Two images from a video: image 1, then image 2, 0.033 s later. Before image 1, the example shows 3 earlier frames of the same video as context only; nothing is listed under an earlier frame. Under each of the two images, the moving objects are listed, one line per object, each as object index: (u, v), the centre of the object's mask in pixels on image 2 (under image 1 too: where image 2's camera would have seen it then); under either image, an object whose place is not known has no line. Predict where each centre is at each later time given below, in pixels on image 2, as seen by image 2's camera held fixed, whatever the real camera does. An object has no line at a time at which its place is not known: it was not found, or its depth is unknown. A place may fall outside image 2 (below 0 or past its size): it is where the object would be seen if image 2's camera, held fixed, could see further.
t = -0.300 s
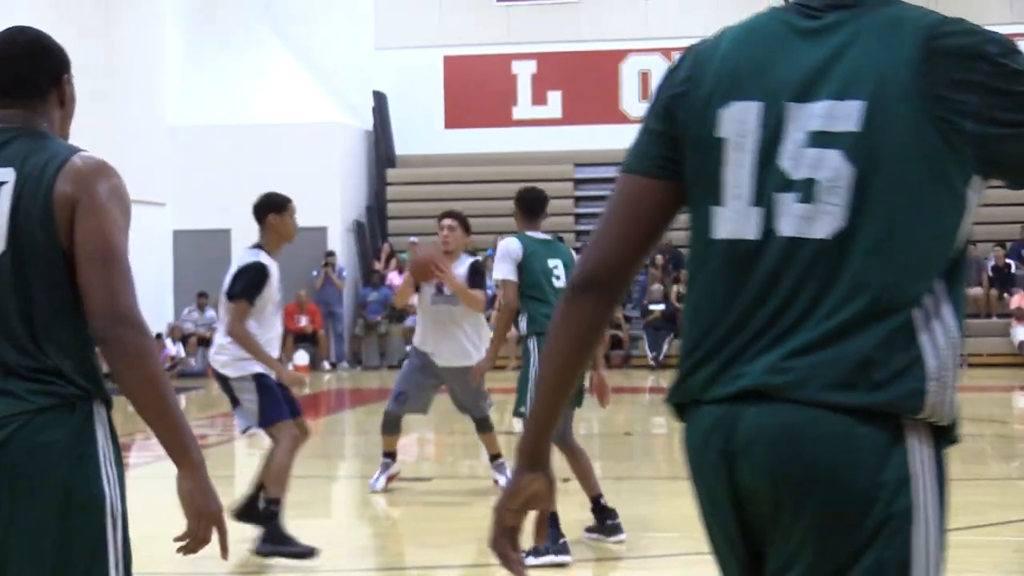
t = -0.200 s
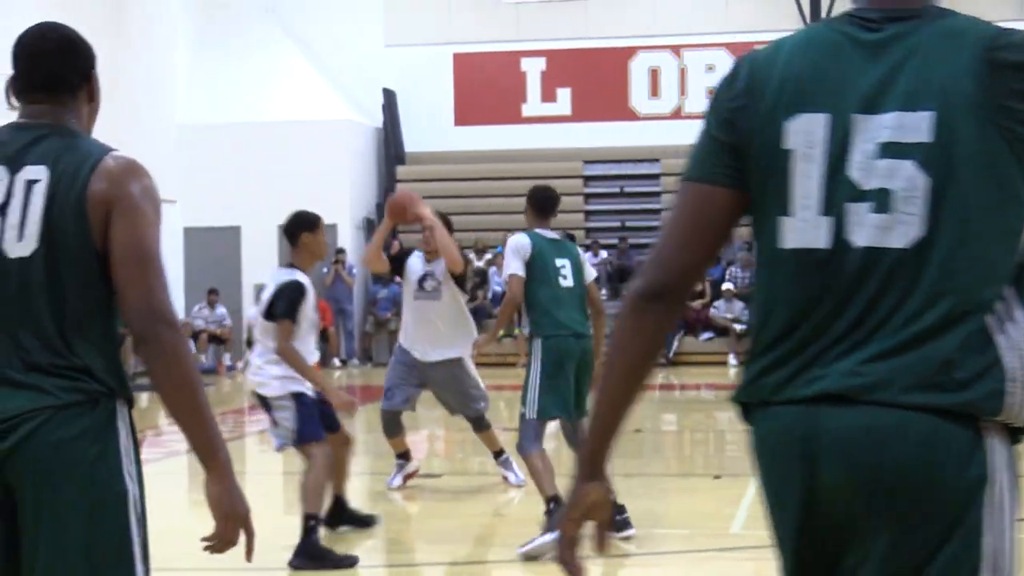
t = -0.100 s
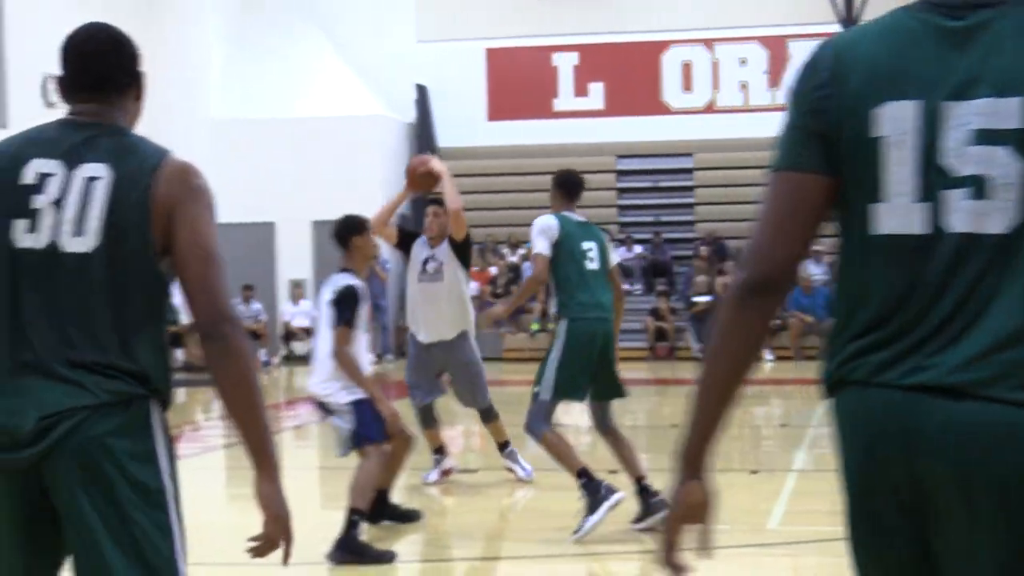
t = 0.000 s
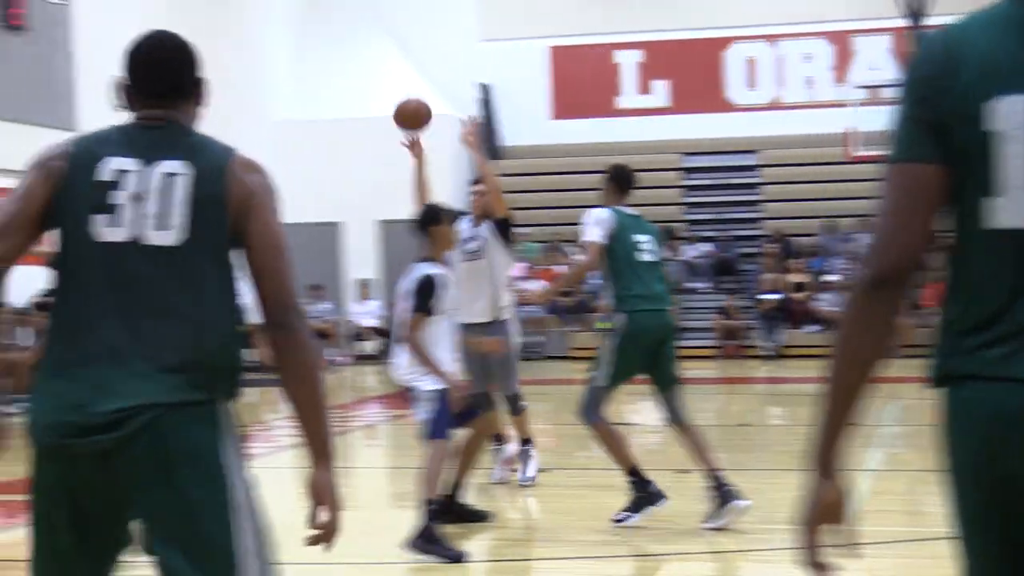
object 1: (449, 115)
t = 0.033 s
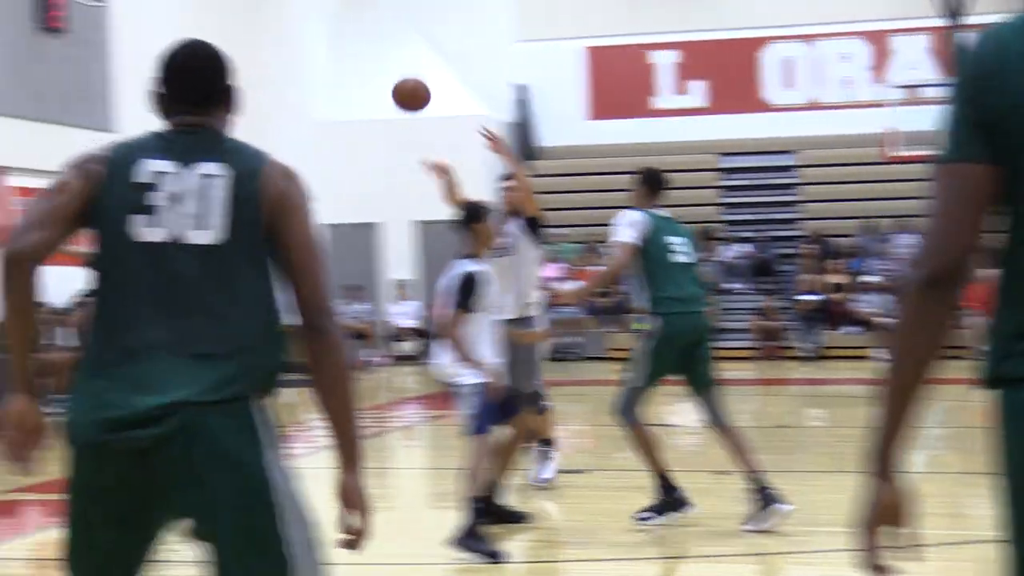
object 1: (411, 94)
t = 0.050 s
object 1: (392, 85)
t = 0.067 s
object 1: (372, 75)
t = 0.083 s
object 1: (351, 65)
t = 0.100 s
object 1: (331, 55)
